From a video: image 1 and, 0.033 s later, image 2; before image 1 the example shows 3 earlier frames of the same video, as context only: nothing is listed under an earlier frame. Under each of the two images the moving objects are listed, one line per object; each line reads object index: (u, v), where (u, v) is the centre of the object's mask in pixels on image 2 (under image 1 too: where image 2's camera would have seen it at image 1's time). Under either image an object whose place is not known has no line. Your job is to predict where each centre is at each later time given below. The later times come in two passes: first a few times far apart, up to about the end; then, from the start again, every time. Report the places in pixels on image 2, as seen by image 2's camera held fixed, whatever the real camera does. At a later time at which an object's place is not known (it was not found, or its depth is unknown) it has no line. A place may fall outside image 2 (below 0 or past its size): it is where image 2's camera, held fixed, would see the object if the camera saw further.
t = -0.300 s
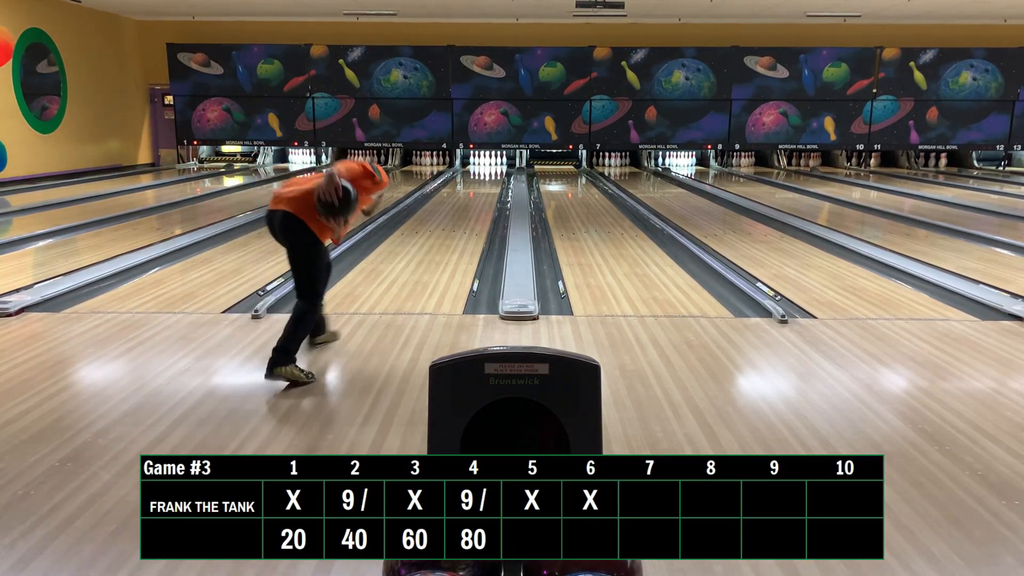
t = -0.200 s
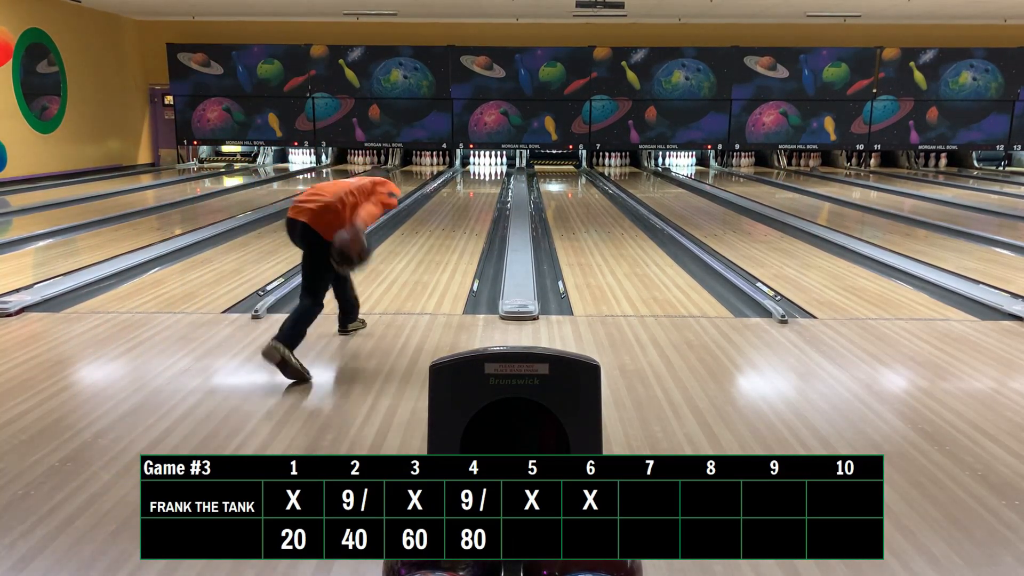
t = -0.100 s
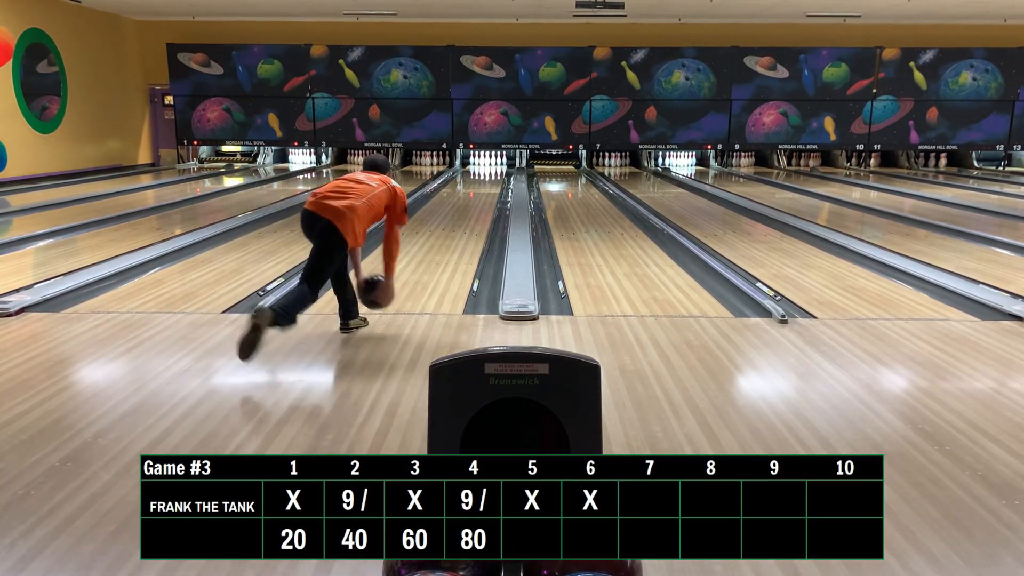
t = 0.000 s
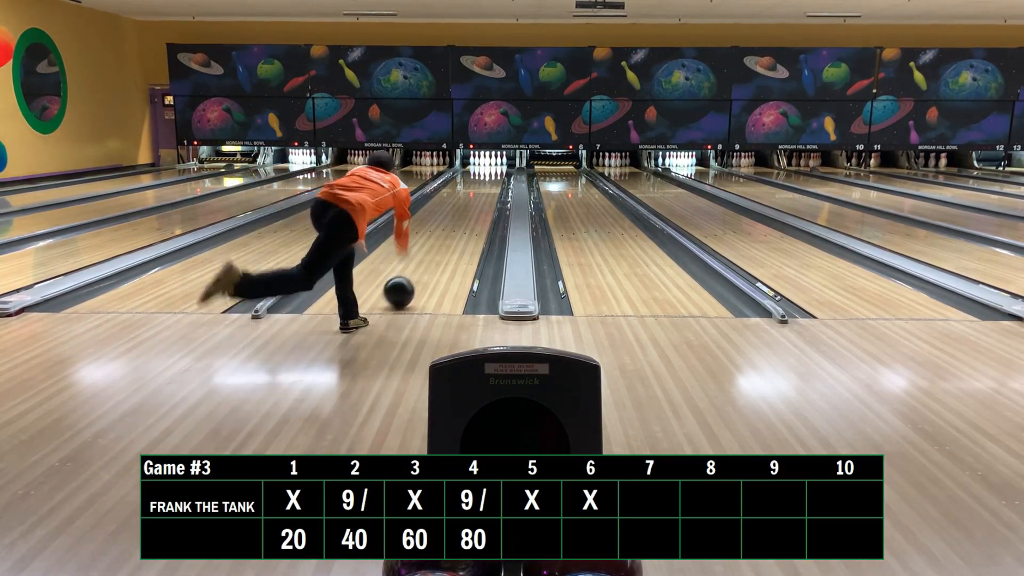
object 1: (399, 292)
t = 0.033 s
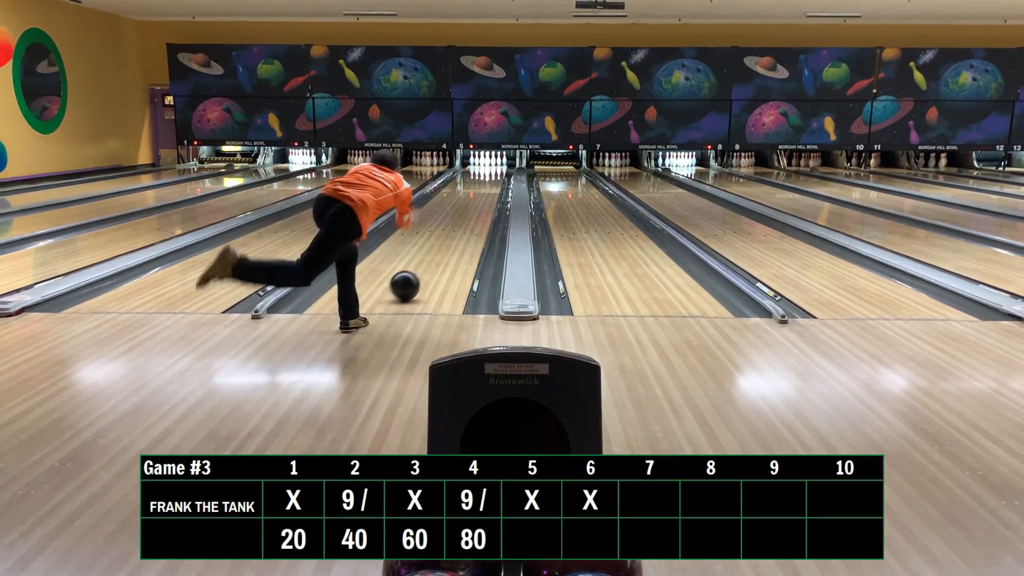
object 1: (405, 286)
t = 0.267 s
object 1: (435, 251)
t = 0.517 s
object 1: (461, 224)
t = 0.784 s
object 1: (470, 209)
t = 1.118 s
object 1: (481, 193)
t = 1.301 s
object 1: (486, 187)
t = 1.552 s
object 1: (490, 180)
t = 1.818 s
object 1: (492, 174)
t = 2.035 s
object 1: (493, 170)
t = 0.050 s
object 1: (408, 282)
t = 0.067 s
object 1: (410, 280)
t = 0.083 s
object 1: (413, 277)
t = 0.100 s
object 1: (415, 274)
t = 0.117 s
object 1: (418, 271)
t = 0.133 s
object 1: (420, 269)
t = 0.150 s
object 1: (422, 266)
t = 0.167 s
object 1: (424, 264)
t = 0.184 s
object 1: (426, 261)
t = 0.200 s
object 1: (428, 259)
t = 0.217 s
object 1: (430, 257)
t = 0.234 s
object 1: (432, 255)
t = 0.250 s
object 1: (434, 253)
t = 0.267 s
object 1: (435, 251)
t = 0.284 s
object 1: (437, 249)
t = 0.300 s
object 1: (439, 247)
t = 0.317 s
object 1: (440, 245)
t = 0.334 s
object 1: (442, 243)
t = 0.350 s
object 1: (443, 242)
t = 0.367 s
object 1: (444, 240)
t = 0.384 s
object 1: (446, 238)
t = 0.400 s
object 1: (447, 237)
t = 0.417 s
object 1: (449, 235)
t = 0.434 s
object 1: (450, 234)
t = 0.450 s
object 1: (451, 232)
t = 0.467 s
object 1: (452, 231)
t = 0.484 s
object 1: (451, 231)
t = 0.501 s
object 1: (449, 230)
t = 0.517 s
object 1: (461, 224)
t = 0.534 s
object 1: (460, 224)
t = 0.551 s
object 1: (459, 224)
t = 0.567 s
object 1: (459, 223)
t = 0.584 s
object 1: (460, 221)
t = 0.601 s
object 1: (461, 220)
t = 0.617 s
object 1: (462, 219)
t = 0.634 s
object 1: (463, 218)
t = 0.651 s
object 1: (464, 217)
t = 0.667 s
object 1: (465, 216)
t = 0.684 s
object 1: (465, 215)
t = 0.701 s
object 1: (466, 214)
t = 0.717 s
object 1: (467, 213)
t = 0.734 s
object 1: (468, 212)
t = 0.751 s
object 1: (468, 211)
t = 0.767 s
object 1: (469, 210)
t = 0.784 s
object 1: (470, 209)
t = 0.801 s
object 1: (471, 208)
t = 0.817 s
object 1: (471, 207)
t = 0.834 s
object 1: (472, 206)
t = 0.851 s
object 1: (473, 205)
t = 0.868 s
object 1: (473, 204)
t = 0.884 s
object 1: (474, 203)
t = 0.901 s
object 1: (474, 203)
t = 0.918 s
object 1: (475, 202)
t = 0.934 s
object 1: (475, 201)
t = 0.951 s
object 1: (476, 200)
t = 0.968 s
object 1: (476, 199)
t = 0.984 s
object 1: (477, 199)
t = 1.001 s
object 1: (478, 198)
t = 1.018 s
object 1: (478, 197)
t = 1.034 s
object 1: (479, 196)
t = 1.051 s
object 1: (479, 196)
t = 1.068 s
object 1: (480, 195)
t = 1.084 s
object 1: (480, 194)
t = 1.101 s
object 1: (481, 194)
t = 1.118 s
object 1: (481, 193)
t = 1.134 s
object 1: (481, 193)
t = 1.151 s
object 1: (482, 192)
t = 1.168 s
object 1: (483, 191)
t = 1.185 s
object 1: (483, 191)
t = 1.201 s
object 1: (483, 190)
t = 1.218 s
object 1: (484, 190)
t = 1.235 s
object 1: (484, 189)
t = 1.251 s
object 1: (485, 189)
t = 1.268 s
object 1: (485, 188)
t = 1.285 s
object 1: (485, 188)
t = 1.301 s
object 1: (486, 187)
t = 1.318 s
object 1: (486, 186)
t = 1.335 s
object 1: (486, 186)
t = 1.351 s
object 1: (487, 186)
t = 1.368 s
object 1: (487, 185)
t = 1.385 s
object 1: (487, 185)
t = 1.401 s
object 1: (488, 184)
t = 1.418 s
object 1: (488, 183)
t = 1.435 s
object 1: (488, 183)
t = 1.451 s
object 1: (488, 183)
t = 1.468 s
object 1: (488, 182)
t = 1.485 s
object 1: (489, 182)
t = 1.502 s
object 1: (489, 182)
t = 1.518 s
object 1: (489, 181)
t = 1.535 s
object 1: (489, 181)
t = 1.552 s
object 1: (490, 180)
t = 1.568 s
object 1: (490, 180)
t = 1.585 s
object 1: (490, 179)
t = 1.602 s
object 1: (491, 179)
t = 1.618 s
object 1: (491, 178)
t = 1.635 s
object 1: (491, 178)
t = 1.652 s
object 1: (491, 178)
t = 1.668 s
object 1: (491, 177)
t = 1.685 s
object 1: (491, 177)
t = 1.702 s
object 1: (492, 176)
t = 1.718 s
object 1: (492, 176)
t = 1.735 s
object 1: (492, 176)
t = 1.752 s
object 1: (492, 175)
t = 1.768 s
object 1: (492, 175)
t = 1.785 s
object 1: (492, 174)
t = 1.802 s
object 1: (492, 174)
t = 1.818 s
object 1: (492, 174)
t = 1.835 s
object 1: (493, 173)
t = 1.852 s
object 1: (493, 173)
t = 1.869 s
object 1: (493, 173)
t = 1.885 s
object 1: (493, 172)
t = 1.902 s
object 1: (493, 172)
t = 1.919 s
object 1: (493, 172)
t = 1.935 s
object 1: (493, 172)
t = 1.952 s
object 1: (493, 172)
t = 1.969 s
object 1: (493, 171)
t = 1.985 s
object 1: (493, 171)
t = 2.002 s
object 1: (493, 170)
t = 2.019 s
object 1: (493, 170)
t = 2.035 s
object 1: (493, 170)
